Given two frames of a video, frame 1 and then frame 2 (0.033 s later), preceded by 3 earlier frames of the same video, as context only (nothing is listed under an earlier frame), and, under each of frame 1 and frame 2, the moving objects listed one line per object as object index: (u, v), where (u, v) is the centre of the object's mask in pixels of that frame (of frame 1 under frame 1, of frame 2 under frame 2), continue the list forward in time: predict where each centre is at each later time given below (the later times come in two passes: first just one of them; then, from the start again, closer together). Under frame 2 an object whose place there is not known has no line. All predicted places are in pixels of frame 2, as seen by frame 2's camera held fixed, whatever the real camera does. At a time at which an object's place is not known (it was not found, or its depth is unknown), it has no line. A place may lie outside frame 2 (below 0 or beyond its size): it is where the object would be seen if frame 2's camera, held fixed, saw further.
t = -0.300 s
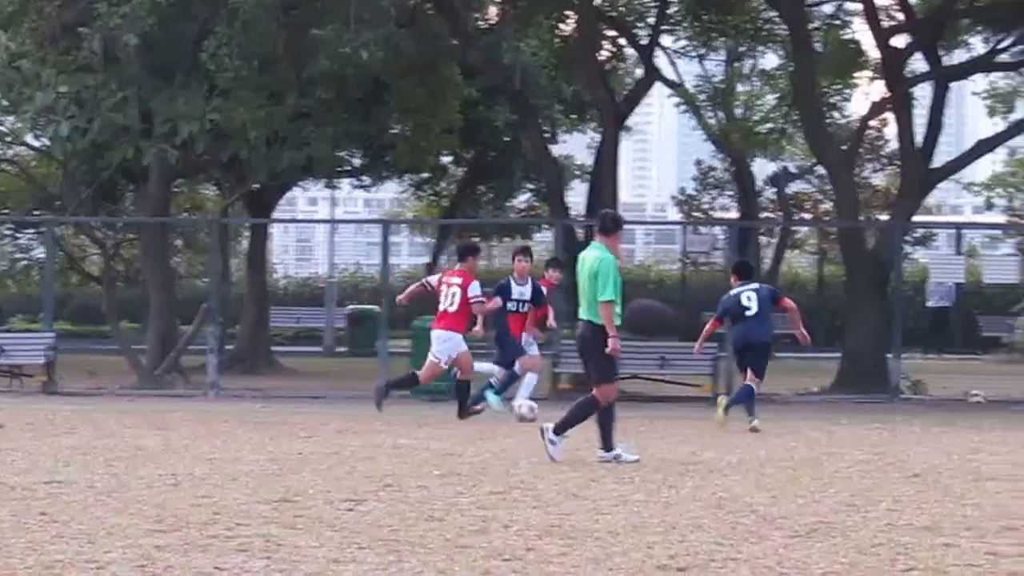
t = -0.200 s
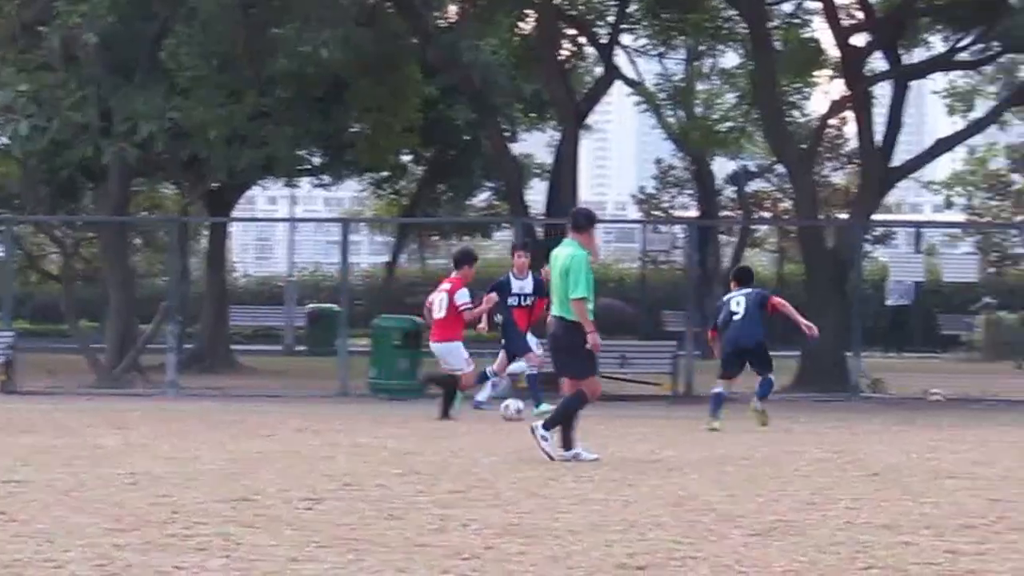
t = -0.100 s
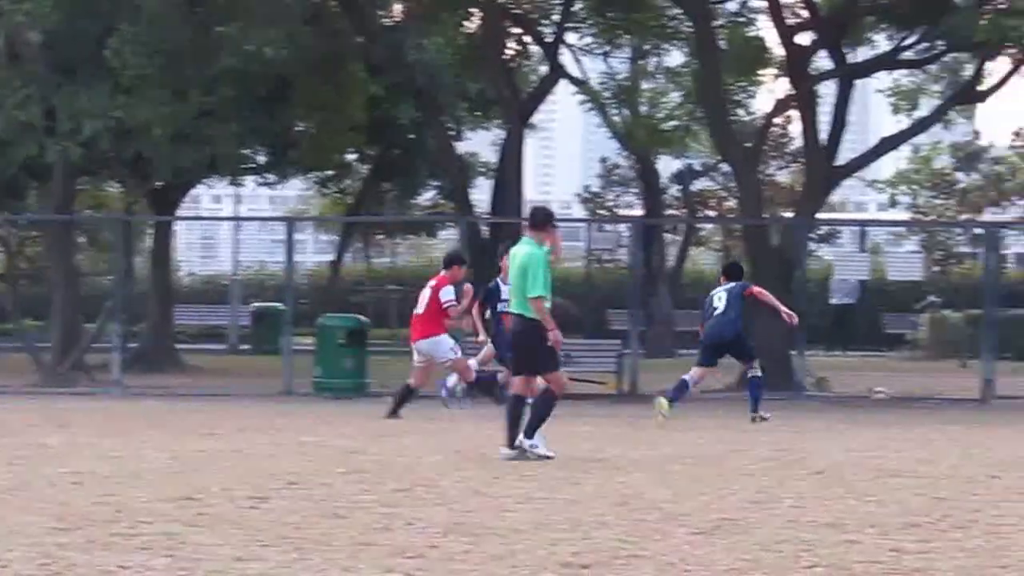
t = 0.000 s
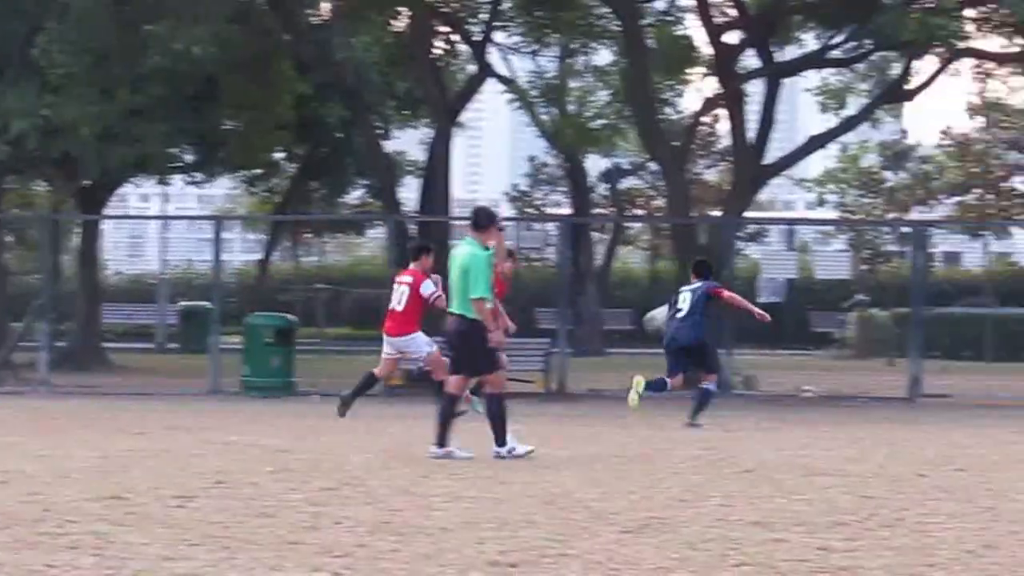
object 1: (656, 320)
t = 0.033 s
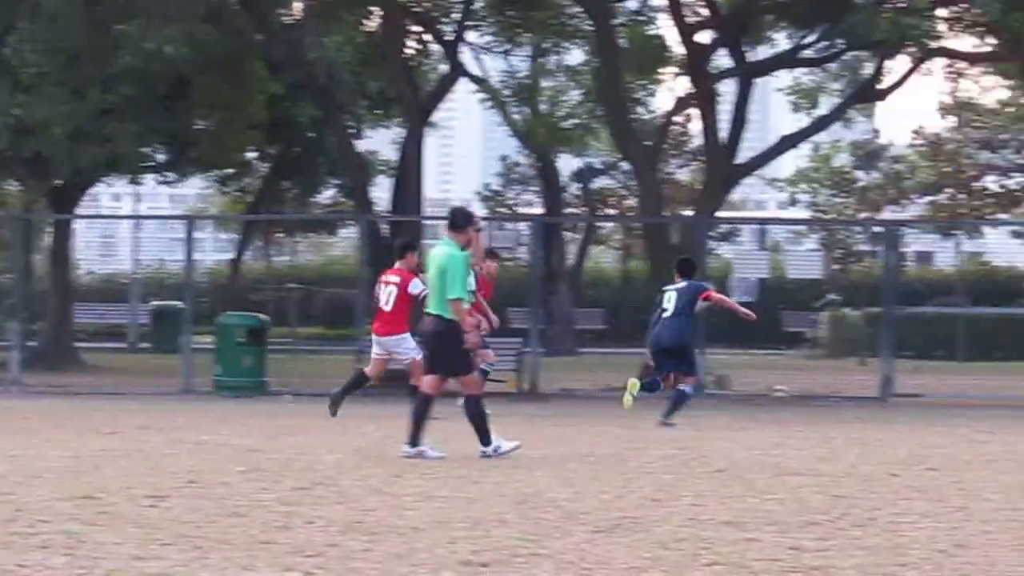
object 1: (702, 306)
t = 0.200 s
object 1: (1001, 208)
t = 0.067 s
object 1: (756, 281)
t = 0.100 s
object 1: (819, 261)
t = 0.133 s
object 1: (878, 242)
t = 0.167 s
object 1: (941, 225)
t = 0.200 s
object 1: (1001, 208)
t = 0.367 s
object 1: (1319, 133)
